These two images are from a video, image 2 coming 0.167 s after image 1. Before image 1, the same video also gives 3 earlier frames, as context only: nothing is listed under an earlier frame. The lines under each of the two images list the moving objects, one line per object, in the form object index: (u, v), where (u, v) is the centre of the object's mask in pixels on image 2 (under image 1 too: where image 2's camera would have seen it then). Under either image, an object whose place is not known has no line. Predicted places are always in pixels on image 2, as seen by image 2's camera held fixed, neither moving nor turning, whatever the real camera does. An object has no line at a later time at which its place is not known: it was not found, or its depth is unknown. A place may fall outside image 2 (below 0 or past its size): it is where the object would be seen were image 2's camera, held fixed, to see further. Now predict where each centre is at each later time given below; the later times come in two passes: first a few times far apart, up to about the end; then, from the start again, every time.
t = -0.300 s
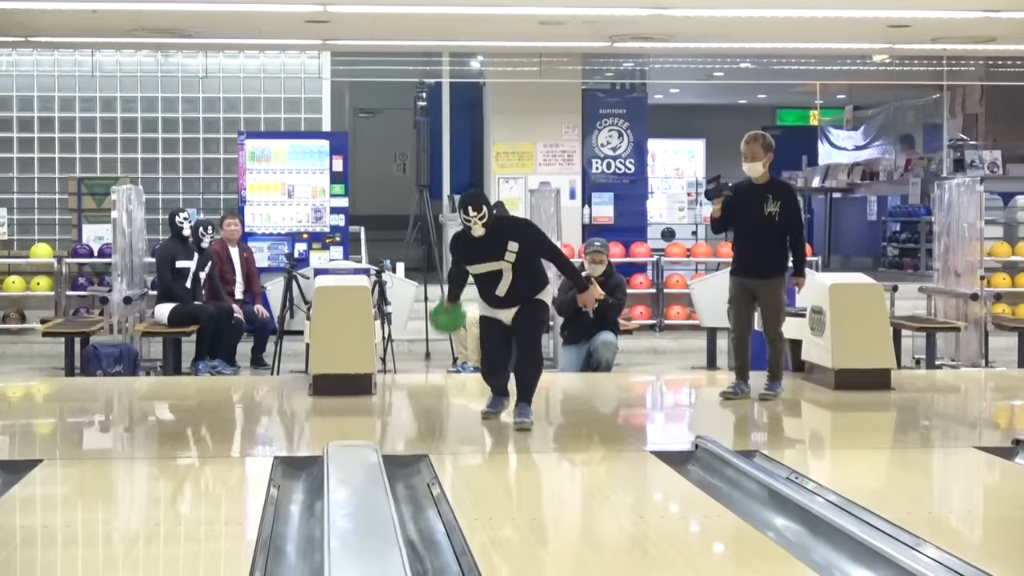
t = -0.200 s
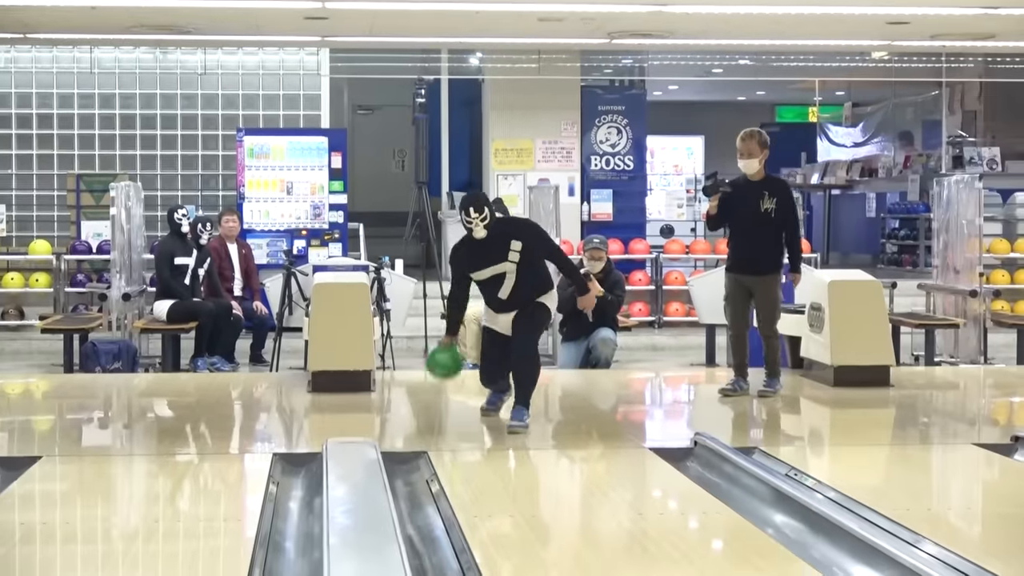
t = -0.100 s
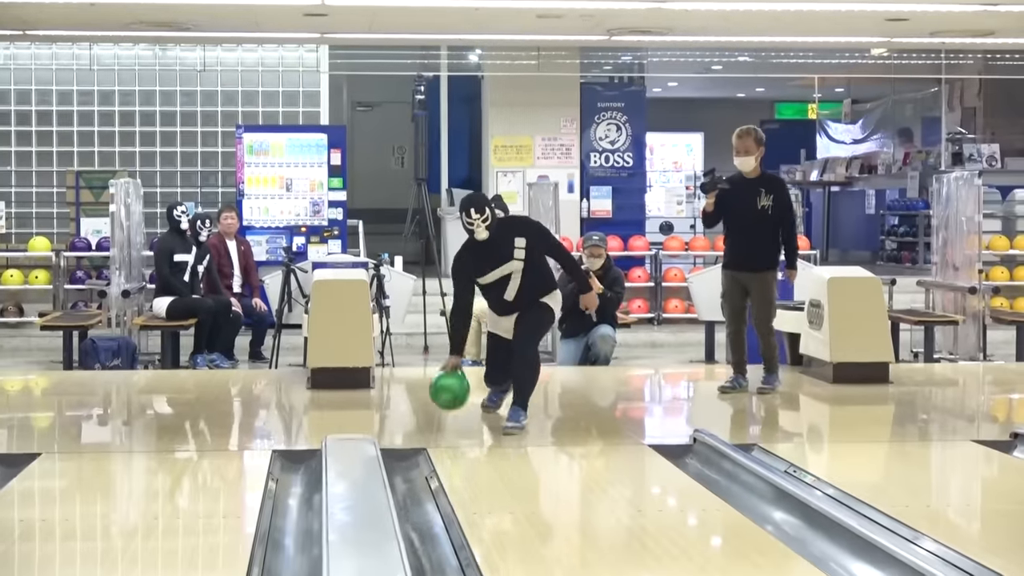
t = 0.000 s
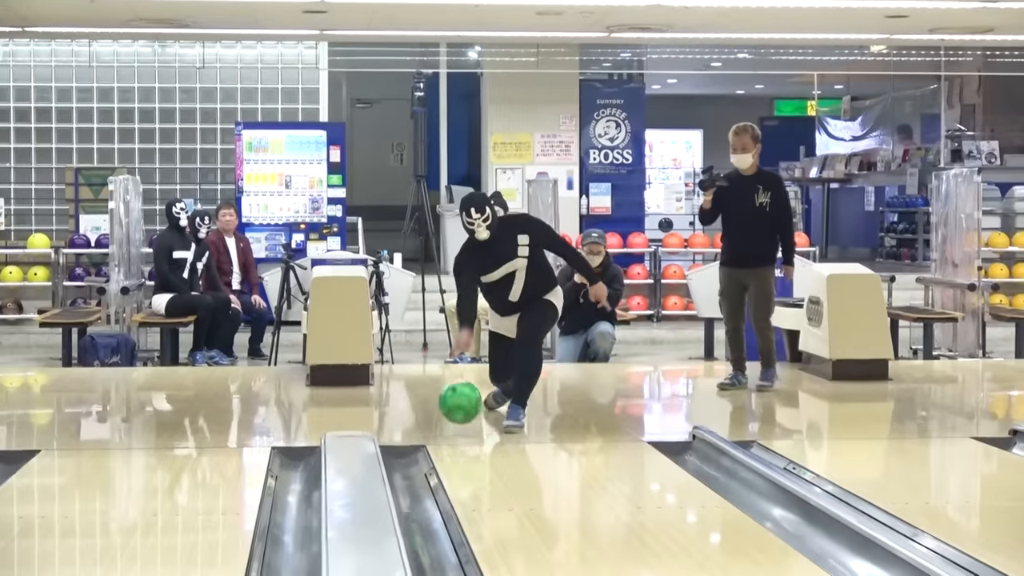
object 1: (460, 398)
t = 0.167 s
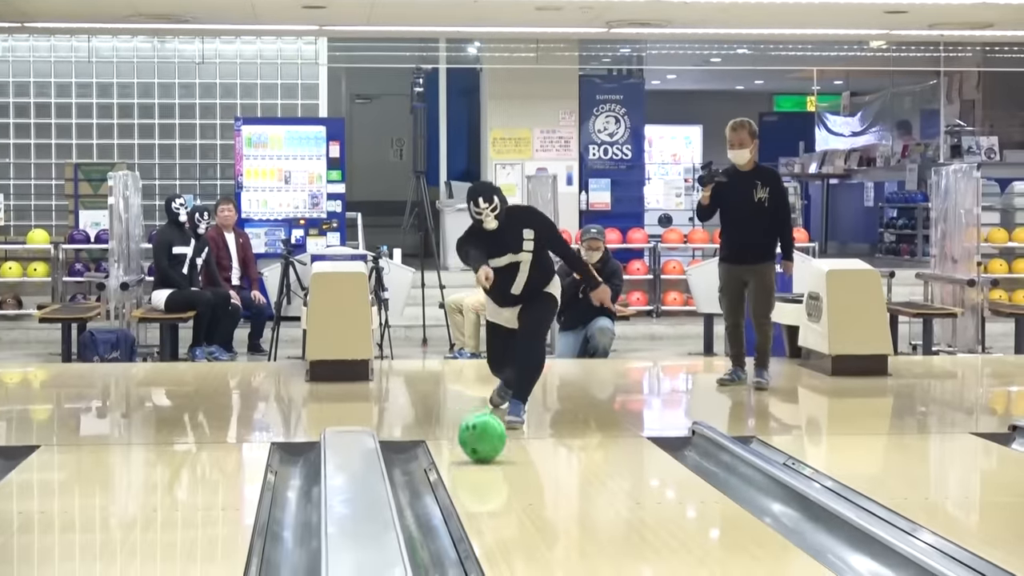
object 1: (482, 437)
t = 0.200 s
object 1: (487, 443)
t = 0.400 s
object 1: (525, 485)
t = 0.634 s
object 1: (587, 552)
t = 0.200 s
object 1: (487, 443)
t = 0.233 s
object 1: (493, 449)
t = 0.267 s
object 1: (498, 456)
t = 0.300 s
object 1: (505, 462)
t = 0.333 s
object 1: (511, 469)
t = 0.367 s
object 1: (518, 477)
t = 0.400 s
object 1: (525, 485)
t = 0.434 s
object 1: (532, 493)
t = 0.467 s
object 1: (540, 502)
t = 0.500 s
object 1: (549, 512)
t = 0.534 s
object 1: (557, 521)
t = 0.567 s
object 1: (566, 532)
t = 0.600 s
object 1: (576, 543)
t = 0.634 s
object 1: (587, 552)
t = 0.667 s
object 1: (599, 560)
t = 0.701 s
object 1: (611, 567)
